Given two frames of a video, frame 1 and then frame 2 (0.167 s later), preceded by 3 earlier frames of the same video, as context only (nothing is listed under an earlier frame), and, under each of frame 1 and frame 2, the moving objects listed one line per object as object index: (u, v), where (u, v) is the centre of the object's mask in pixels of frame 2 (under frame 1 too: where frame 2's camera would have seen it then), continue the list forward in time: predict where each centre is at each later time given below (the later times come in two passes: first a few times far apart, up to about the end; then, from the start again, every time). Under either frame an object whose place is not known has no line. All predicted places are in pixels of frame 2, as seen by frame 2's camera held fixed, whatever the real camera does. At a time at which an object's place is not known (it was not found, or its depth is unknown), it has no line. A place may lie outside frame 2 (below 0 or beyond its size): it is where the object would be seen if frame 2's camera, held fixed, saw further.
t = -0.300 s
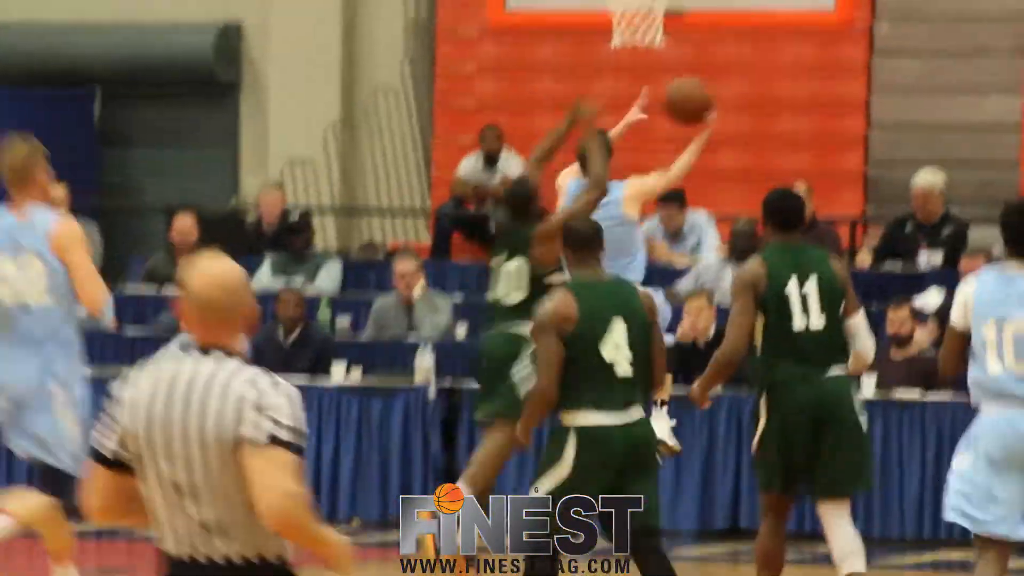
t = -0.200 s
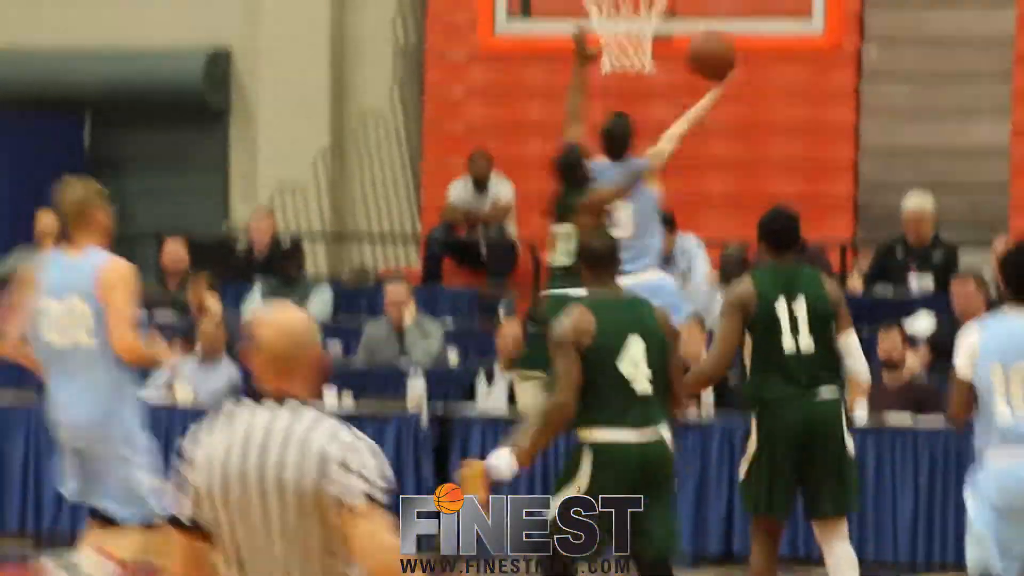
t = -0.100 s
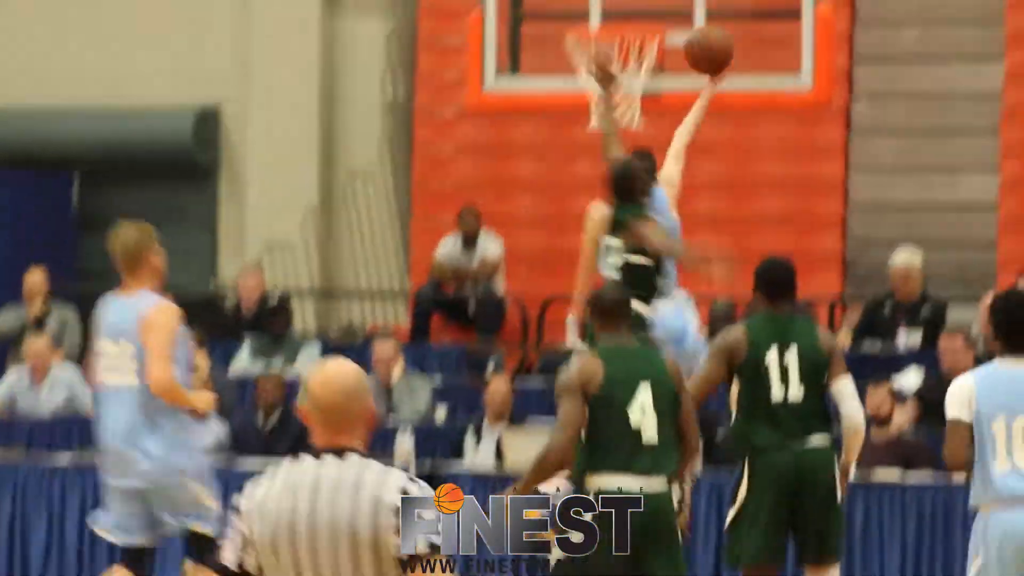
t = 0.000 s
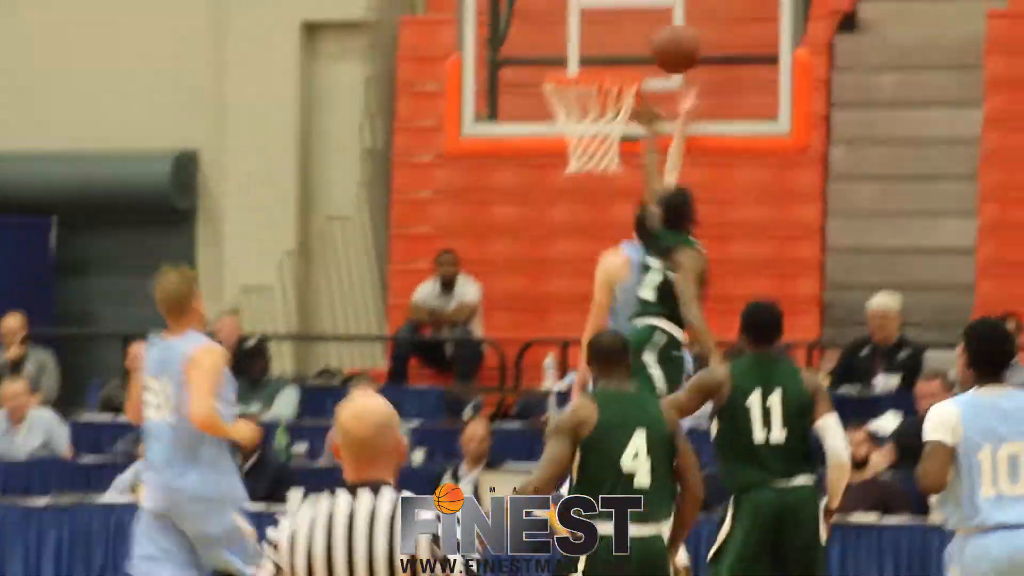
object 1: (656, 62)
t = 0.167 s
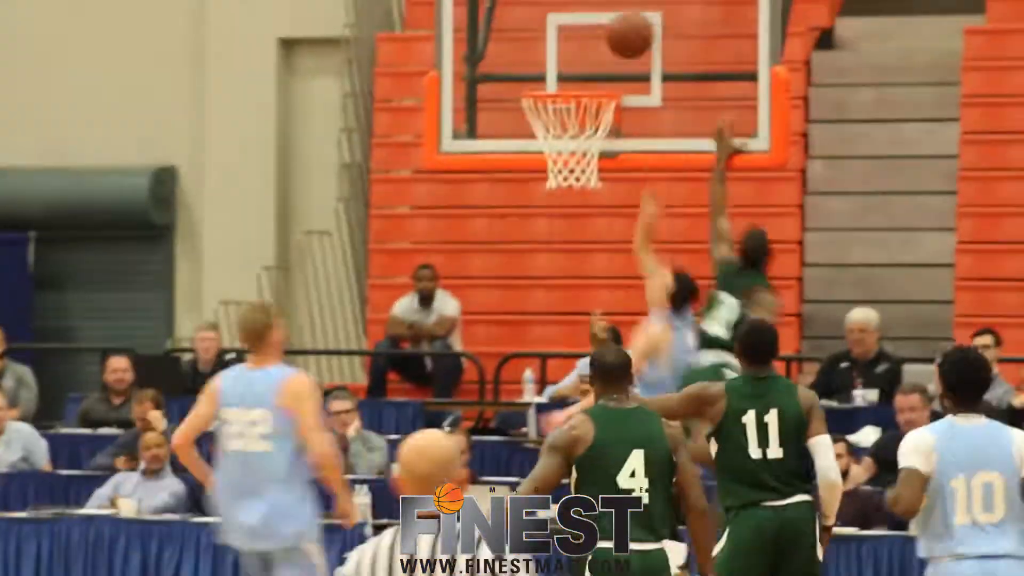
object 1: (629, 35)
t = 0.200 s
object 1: (624, 35)
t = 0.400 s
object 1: (588, 74)
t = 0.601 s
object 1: (555, 195)
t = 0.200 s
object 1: (624, 35)
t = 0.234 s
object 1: (617, 36)
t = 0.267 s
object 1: (610, 41)
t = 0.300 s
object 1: (604, 46)
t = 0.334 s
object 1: (598, 52)
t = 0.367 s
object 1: (593, 62)
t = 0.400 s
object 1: (588, 74)
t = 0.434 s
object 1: (581, 80)
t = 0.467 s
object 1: (576, 113)
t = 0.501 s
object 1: (570, 120)
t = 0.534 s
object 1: (564, 153)
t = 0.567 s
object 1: (559, 166)
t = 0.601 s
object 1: (555, 195)
